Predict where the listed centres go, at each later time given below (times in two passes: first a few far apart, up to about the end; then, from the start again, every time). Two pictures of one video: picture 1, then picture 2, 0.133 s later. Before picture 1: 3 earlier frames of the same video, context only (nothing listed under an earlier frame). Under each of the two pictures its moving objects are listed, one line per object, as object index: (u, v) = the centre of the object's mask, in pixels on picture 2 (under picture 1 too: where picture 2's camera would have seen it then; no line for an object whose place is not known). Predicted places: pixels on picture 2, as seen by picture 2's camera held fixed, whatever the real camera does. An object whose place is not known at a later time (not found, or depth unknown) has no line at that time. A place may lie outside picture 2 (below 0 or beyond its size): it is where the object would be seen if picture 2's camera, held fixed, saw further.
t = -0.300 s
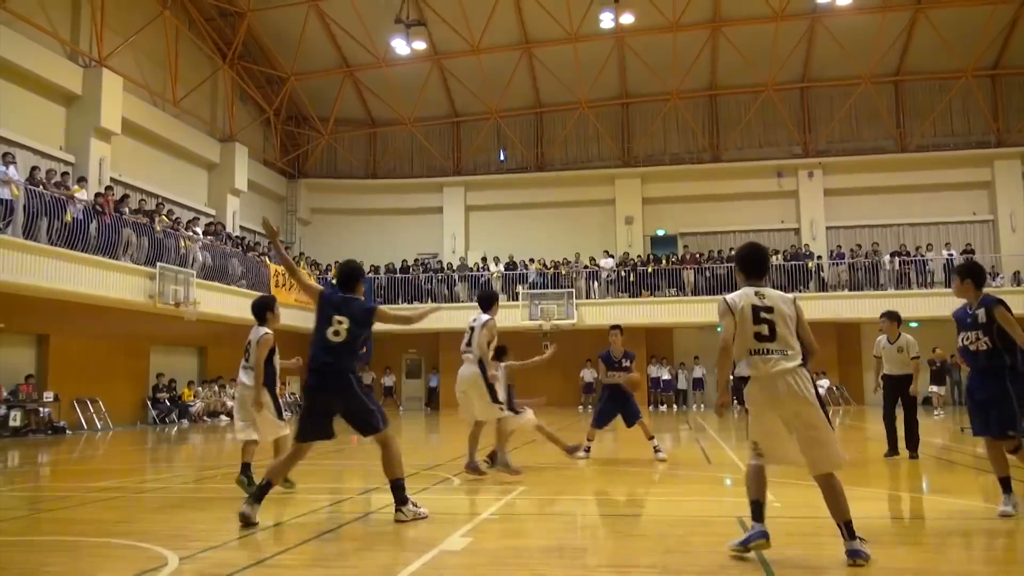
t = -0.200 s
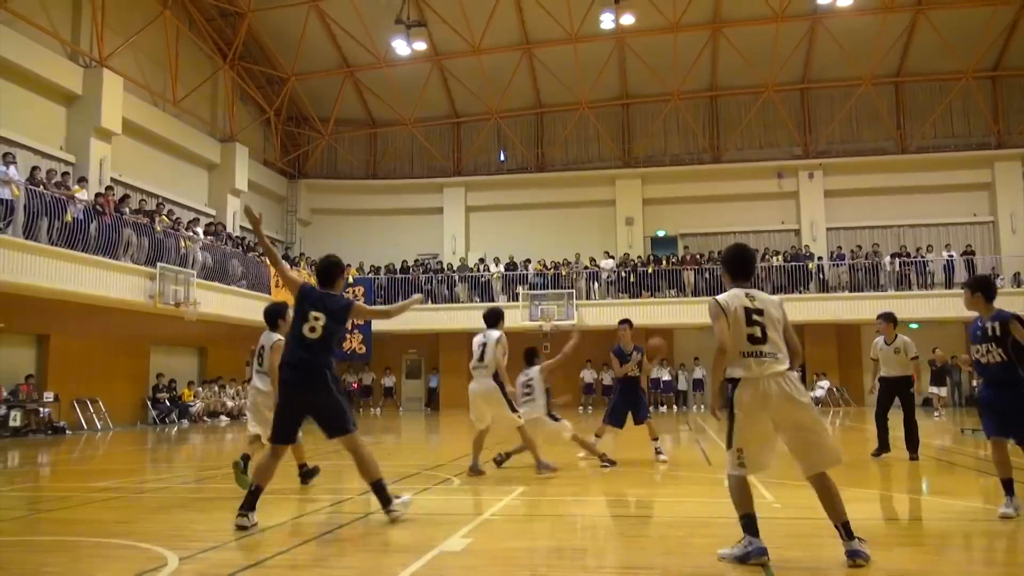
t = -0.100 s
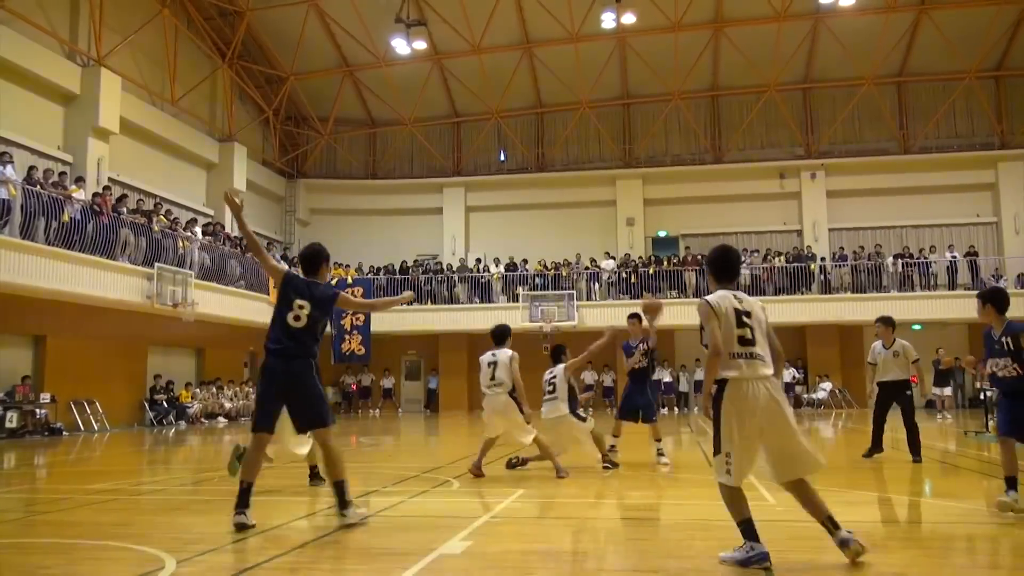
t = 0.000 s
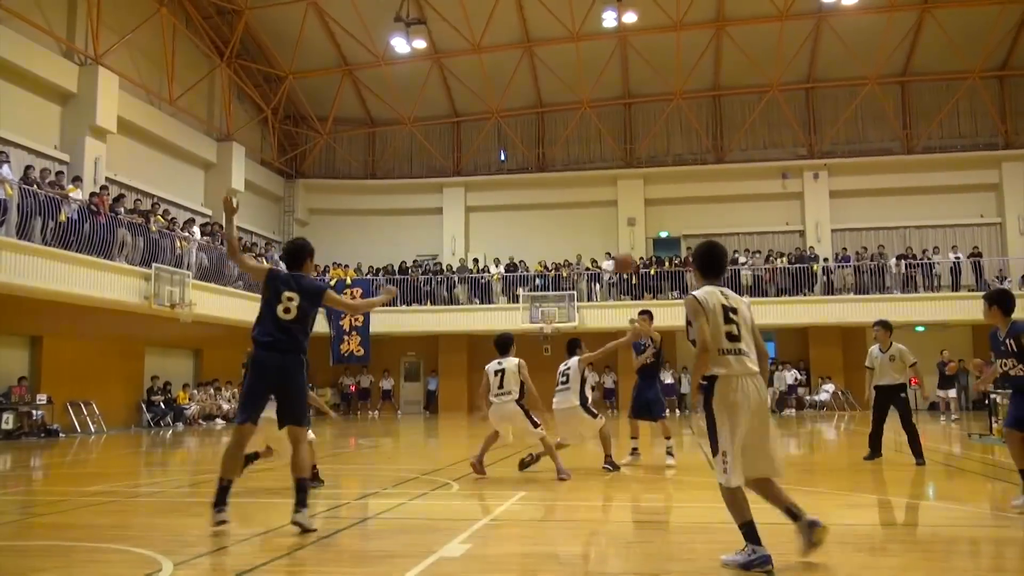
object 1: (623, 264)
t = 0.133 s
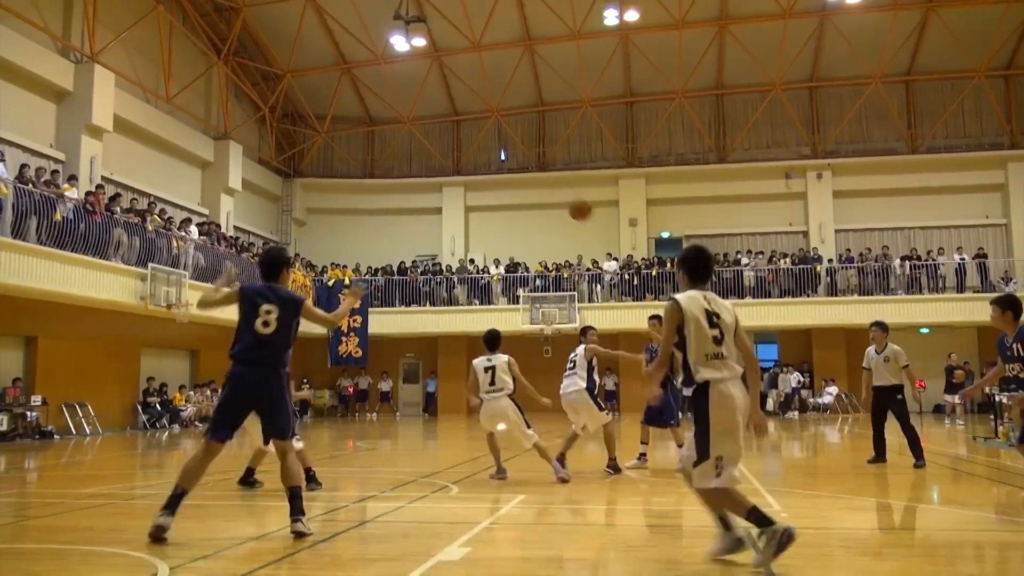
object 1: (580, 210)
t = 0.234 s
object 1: (542, 172)
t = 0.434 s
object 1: (448, 117)
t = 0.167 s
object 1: (567, 196)
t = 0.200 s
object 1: (555, 185)
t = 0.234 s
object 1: (542, 172)
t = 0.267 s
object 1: (529, 160)
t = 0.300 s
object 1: (514, 149)
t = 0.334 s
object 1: (497, 140)
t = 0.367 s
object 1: (483, 132)
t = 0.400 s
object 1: (465, 124)
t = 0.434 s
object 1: (448, 117)
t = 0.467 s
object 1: (430, 114)
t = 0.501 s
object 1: (412, 111)
